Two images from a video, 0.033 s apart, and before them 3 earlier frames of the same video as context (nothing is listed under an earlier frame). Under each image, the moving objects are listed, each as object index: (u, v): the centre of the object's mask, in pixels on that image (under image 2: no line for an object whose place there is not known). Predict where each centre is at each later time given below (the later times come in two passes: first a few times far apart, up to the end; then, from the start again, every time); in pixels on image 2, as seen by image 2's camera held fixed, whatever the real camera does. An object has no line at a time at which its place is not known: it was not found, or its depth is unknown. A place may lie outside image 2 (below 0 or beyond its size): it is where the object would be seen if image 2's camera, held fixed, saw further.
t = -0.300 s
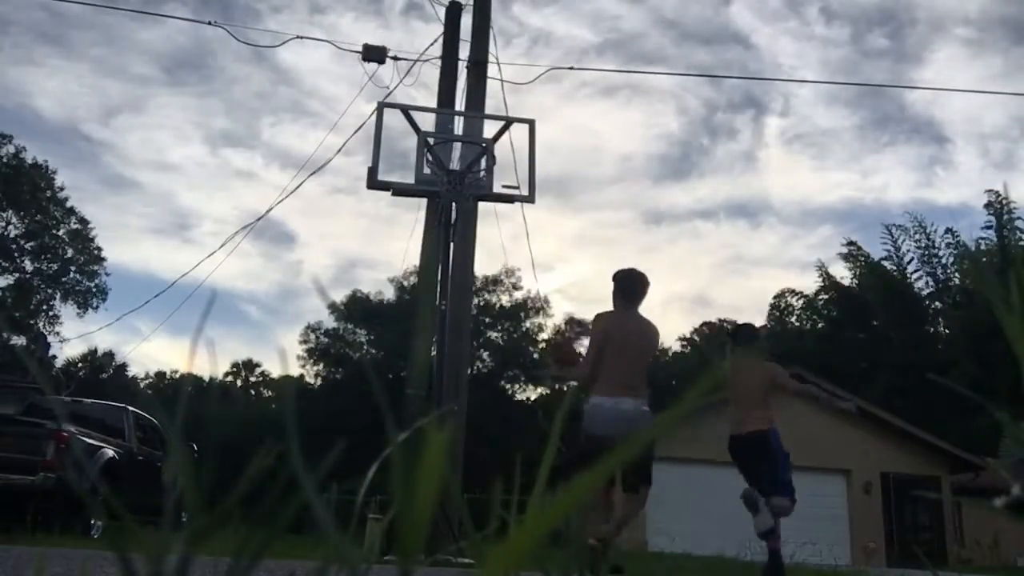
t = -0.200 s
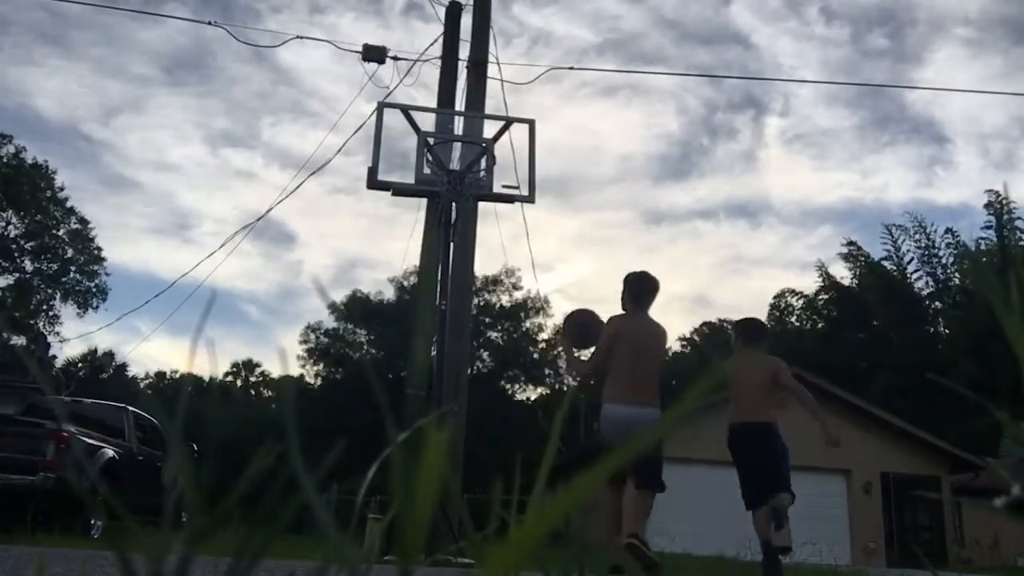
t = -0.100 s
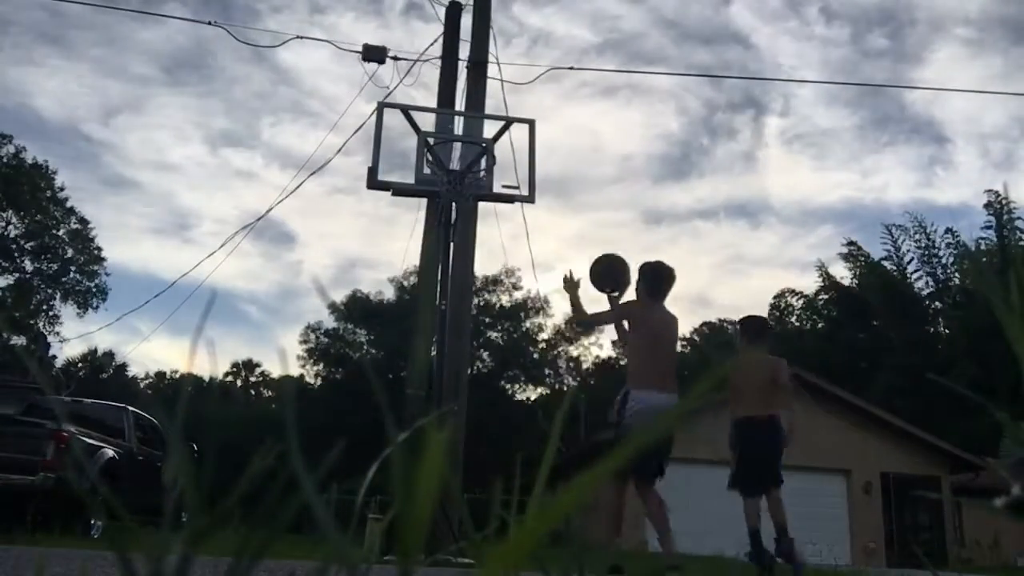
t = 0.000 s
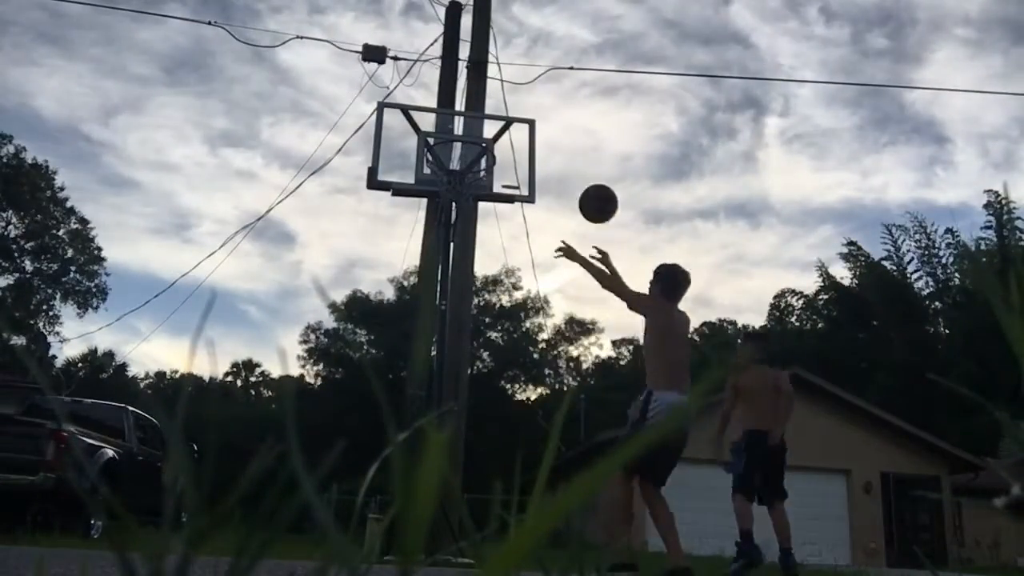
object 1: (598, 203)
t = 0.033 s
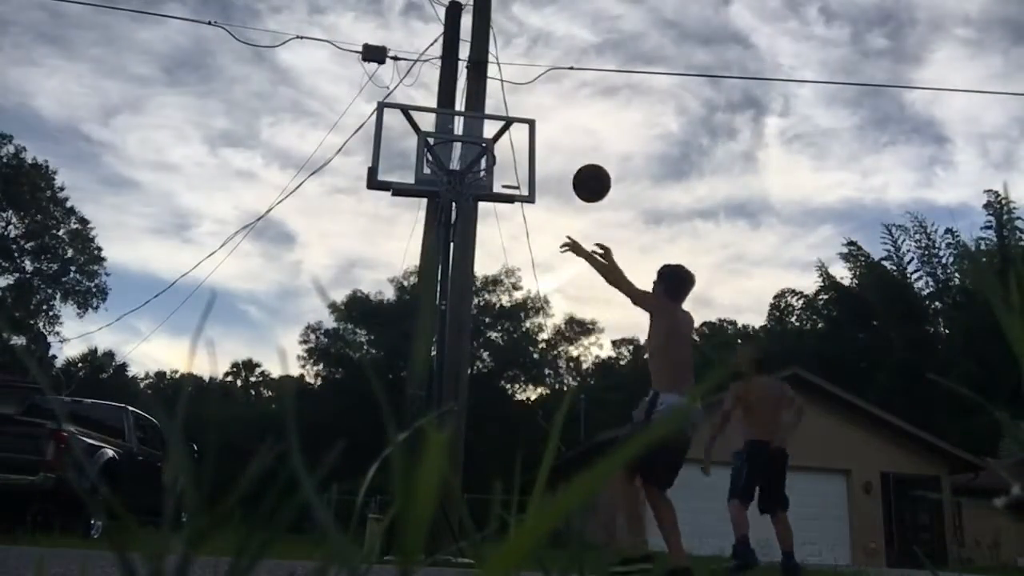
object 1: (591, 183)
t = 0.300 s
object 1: (544, 91)
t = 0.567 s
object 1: (504, 97)
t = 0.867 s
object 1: (476, 153)
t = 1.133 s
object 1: (457, 123)
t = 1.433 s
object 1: (434, 120)
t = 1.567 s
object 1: (420, 162)
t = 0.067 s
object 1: (585, 165)
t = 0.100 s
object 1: (579, 148)
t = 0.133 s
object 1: (573, 134)
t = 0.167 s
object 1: (567, 122)
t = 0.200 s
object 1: (561, 112)
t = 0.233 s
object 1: (556, 103)
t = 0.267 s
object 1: (550, 97)
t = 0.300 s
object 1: (544, 91)
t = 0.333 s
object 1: (539, 88)
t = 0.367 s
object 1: (534, 85)
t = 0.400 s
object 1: (528, 84)
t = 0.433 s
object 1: (524, 84)
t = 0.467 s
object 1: (518, 85)
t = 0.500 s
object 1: (513, 88)
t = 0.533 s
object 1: (508, 92)
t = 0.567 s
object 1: (504, 97)
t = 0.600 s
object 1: (499, 103)
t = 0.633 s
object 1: (494, 112)
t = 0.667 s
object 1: (490, 118)
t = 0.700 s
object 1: (488, 120)
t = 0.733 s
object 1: (486, 125)
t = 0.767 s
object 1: (484, 129)
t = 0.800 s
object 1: (481, 132)
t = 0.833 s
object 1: (479, 143)
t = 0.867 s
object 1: (476, 153)
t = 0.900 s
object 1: (475, 153)
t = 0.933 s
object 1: (472, 146)
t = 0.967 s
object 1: (468, 140)
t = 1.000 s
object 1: (465, 136)
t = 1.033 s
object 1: (461, 133)
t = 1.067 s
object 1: (459, 130)
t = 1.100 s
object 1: (458, 126)
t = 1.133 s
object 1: (457, 123)
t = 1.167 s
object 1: (456, 118)
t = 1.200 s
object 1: (451, 113)
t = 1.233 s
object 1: (449, 110)
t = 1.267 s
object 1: (448, 108)
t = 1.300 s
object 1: (445, 108)
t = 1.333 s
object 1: (442, 109)
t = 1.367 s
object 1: (440, 111)
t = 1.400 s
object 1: (437, 115)
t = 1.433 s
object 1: (434, 120)
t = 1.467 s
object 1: (430, 128)
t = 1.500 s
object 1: (427, 137)
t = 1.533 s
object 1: (424, 149)
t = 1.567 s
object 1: (420, 162)
